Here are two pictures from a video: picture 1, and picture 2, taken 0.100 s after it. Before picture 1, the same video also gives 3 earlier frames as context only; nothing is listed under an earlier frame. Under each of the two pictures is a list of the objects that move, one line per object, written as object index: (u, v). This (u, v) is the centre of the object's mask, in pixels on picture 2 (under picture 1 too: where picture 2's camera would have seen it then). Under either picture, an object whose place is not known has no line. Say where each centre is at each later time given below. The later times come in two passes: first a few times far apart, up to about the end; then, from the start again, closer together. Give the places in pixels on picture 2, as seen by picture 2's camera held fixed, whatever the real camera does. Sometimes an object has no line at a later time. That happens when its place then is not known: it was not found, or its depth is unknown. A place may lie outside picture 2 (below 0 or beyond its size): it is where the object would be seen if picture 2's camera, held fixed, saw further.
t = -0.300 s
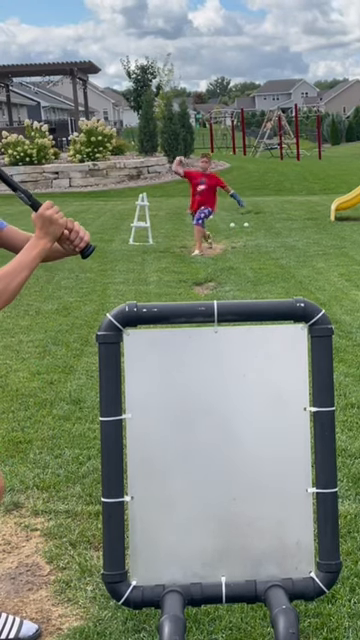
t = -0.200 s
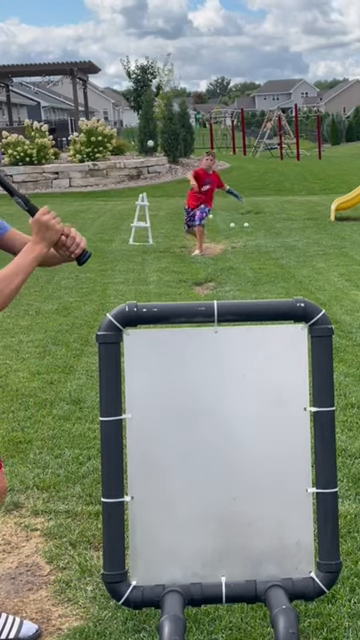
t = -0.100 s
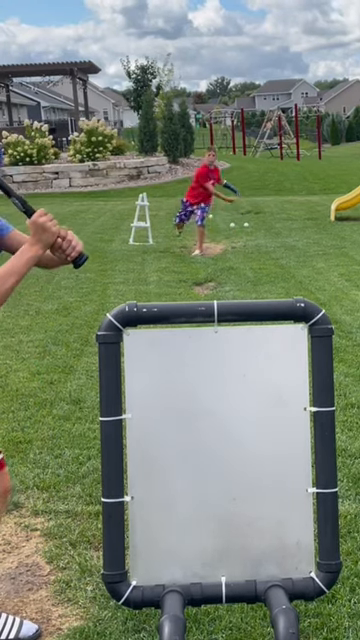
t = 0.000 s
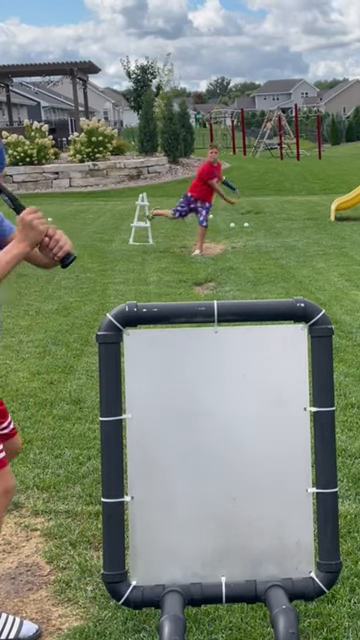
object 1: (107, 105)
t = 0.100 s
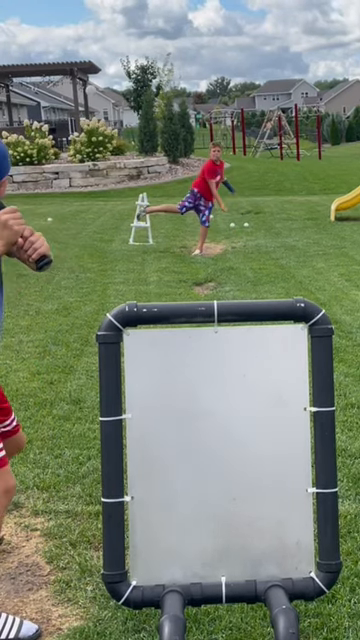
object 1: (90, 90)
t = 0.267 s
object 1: (74, 73)
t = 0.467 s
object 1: (89, 105)
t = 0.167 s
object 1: (82, 81)
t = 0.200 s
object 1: (78, 77)
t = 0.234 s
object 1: (75, 75)
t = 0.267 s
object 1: (74, 73)
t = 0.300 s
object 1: (74, 73)
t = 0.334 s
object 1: (74, 74)
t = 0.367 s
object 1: (76, 78)
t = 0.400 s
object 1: (79, 84)
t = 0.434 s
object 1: (84, 93)
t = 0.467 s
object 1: (89, 105)
